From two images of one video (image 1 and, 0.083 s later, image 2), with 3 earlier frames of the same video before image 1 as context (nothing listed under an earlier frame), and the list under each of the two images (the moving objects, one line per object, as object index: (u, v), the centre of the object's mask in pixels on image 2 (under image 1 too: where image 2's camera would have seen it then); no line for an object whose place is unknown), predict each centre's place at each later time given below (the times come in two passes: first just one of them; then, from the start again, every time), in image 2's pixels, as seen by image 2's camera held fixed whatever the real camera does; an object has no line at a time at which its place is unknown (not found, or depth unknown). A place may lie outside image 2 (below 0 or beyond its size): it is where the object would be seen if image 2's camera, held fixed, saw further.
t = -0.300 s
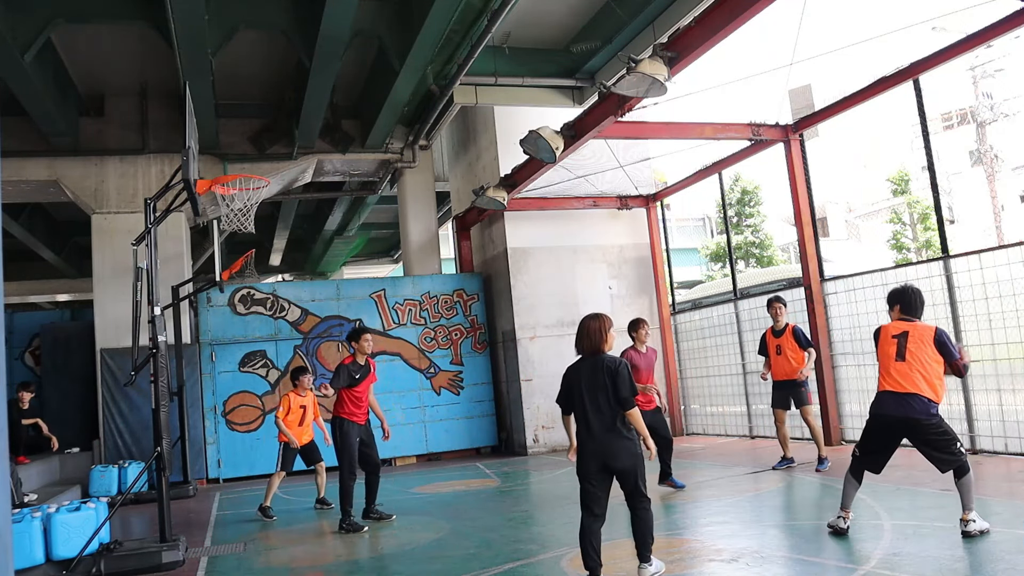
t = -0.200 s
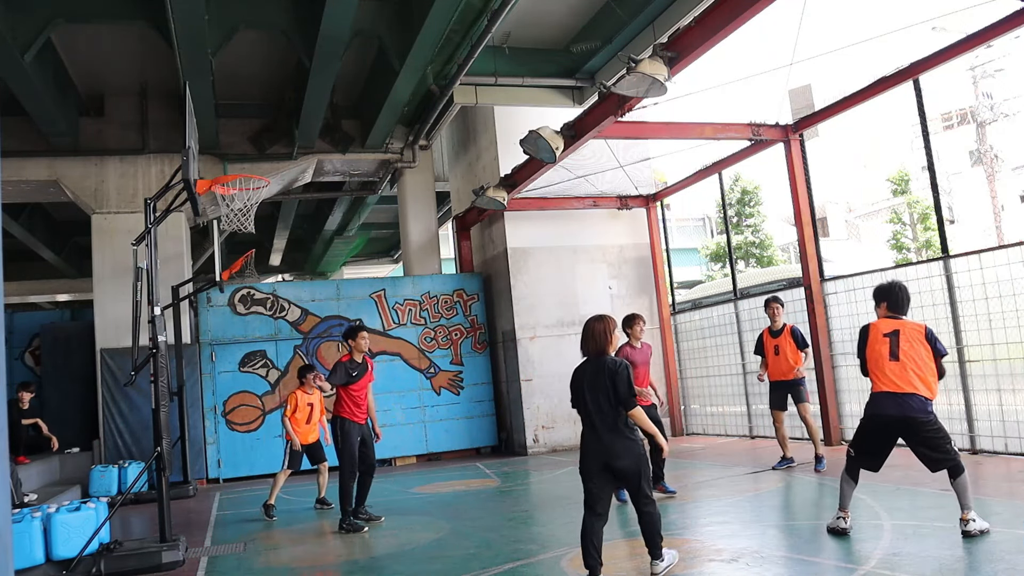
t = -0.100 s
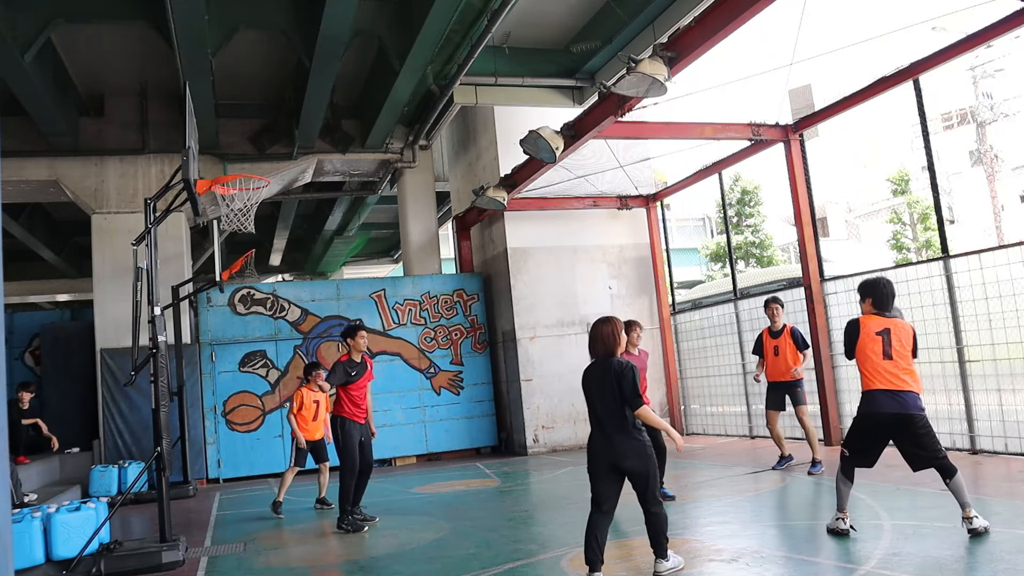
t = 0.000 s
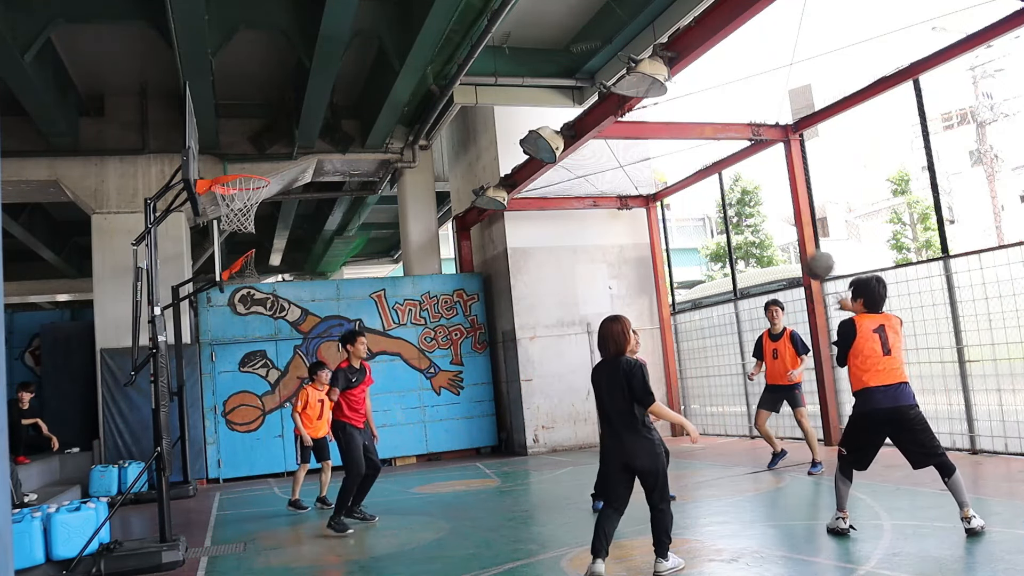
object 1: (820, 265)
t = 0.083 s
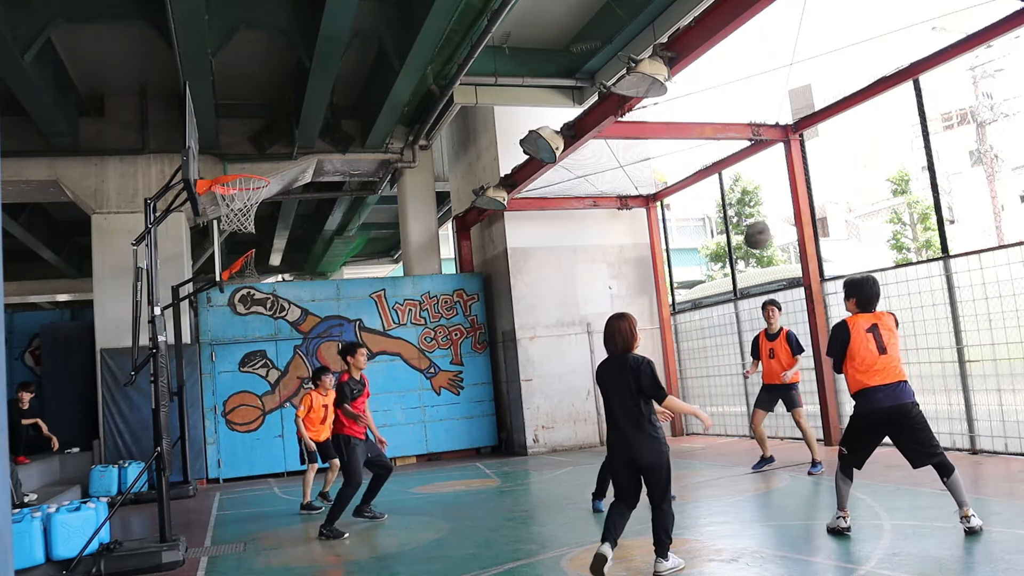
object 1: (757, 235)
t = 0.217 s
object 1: (669, 207)
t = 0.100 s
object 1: (746, 230)
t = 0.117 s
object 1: (734, 225)
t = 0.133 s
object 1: (725, 222)
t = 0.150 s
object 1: (713, 218)
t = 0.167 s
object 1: (701, 215)
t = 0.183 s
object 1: (690, 212)
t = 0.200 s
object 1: (679, 209)
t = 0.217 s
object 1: (669, 207)
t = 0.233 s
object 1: (659, 205)
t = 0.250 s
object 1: (650, 203)
